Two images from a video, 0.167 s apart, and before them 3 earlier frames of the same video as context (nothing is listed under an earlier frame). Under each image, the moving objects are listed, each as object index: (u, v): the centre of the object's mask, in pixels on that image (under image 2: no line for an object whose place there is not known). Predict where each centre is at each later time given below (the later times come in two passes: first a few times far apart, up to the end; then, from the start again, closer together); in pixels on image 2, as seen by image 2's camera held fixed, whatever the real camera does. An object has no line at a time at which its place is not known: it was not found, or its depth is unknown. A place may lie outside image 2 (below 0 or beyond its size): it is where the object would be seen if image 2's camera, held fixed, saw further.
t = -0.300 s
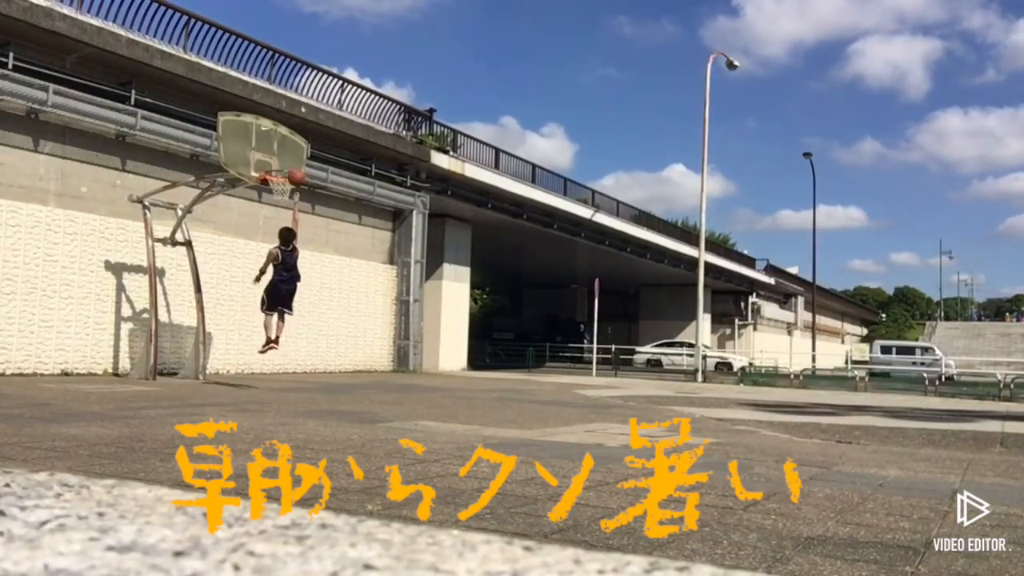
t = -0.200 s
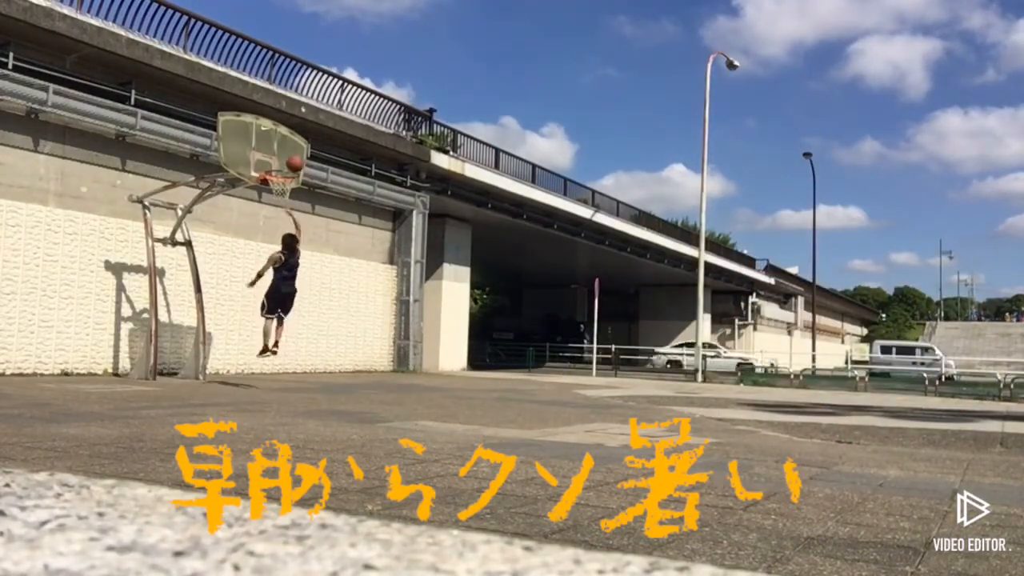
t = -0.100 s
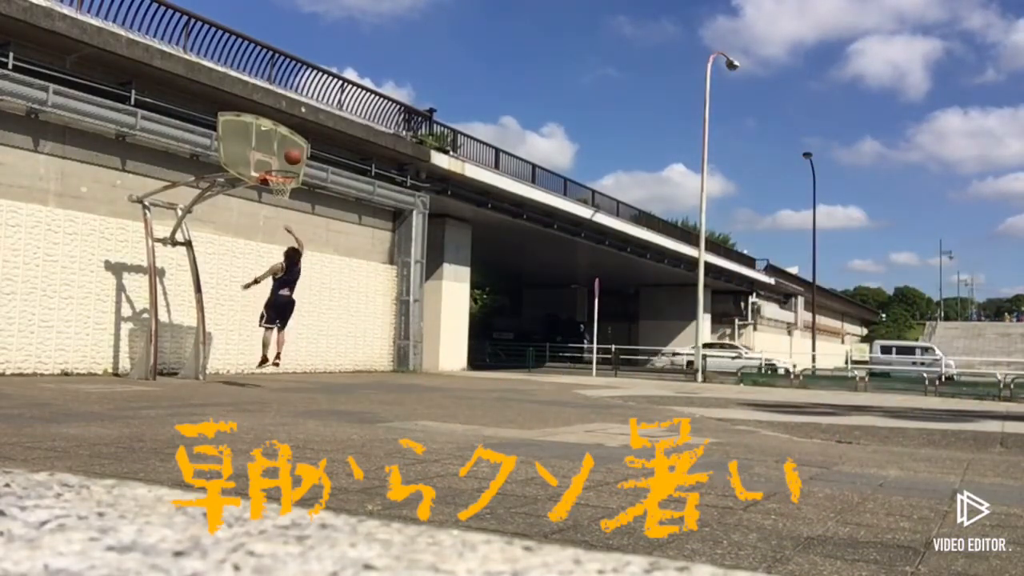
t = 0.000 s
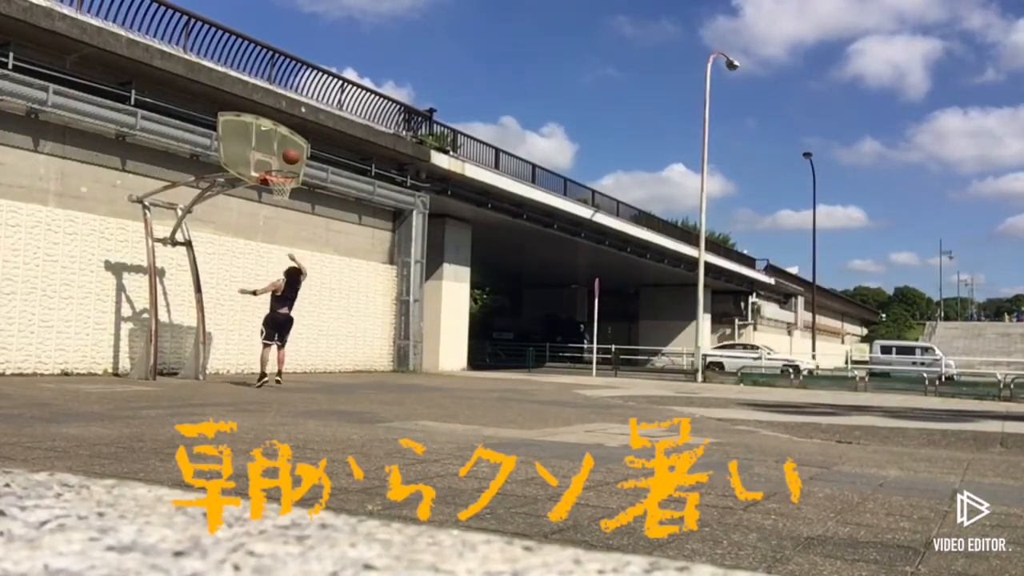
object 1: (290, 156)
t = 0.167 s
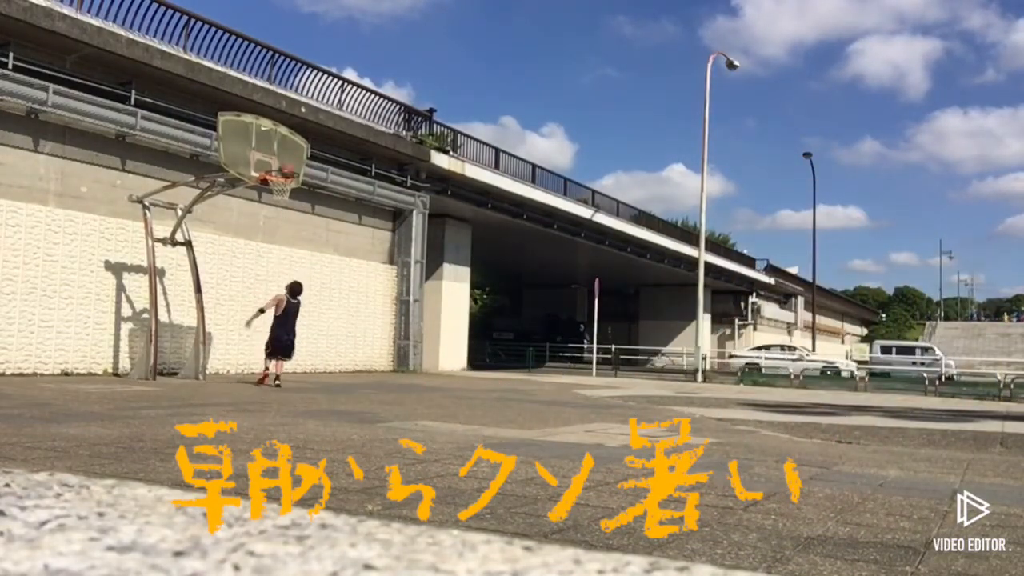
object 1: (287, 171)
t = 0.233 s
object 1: (282, 181)
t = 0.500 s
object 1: (273, 225)
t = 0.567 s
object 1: (270, 241)
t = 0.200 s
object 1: (286, 177)
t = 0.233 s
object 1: (282, 181)
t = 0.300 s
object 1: (281, 197)
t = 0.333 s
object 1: (281, 199)
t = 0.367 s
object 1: (280, 201)
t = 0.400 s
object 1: (278, 204)
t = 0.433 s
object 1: (276, 211)
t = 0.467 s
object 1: (275, 217)
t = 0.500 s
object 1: (273, 225)
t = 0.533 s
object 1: (272, 232)
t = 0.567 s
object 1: (270, 241)
